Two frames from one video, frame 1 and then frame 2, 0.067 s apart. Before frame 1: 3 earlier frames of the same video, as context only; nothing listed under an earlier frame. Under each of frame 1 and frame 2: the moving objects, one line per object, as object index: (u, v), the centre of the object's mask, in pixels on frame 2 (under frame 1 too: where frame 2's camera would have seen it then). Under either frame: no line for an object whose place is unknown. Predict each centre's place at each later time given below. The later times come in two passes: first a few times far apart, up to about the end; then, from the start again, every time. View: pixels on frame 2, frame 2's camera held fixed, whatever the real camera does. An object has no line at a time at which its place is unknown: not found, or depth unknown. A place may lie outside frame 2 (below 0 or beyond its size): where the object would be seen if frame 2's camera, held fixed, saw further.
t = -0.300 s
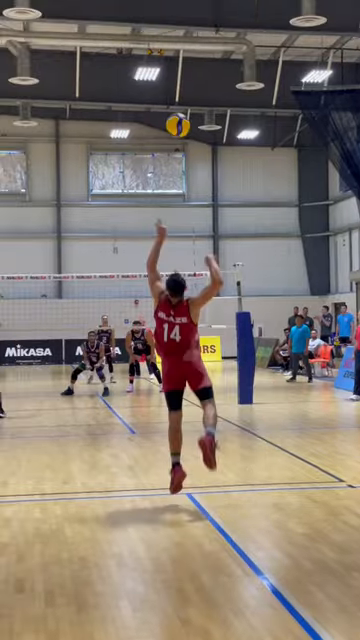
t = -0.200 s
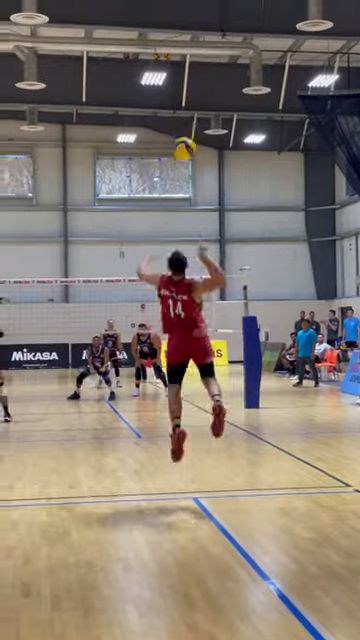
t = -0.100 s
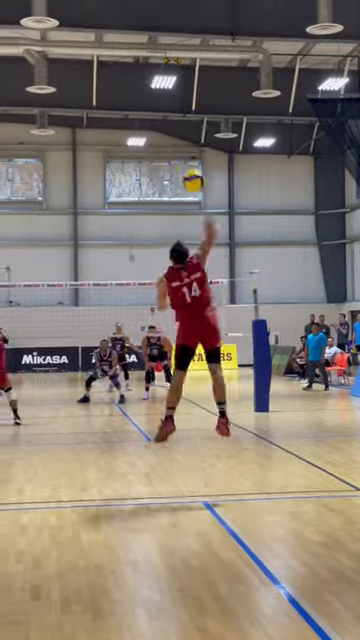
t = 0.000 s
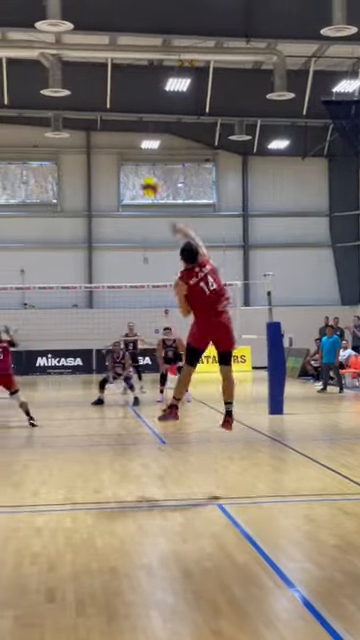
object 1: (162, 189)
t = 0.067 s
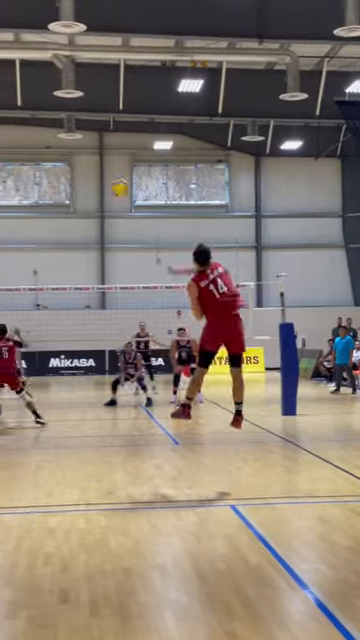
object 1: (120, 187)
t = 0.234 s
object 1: (47, 211)
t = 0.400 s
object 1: (1, 249)
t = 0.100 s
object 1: (101, 191)
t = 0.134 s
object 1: (85, 195)
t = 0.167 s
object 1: (71, 199)
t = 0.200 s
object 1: (59, 205)
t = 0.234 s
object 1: (47, 211)
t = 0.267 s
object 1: (36, 217)
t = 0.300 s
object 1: (26, 225)
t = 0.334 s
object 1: (17, 232)
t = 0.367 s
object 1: (9, 240)
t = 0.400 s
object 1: (1, 249)
